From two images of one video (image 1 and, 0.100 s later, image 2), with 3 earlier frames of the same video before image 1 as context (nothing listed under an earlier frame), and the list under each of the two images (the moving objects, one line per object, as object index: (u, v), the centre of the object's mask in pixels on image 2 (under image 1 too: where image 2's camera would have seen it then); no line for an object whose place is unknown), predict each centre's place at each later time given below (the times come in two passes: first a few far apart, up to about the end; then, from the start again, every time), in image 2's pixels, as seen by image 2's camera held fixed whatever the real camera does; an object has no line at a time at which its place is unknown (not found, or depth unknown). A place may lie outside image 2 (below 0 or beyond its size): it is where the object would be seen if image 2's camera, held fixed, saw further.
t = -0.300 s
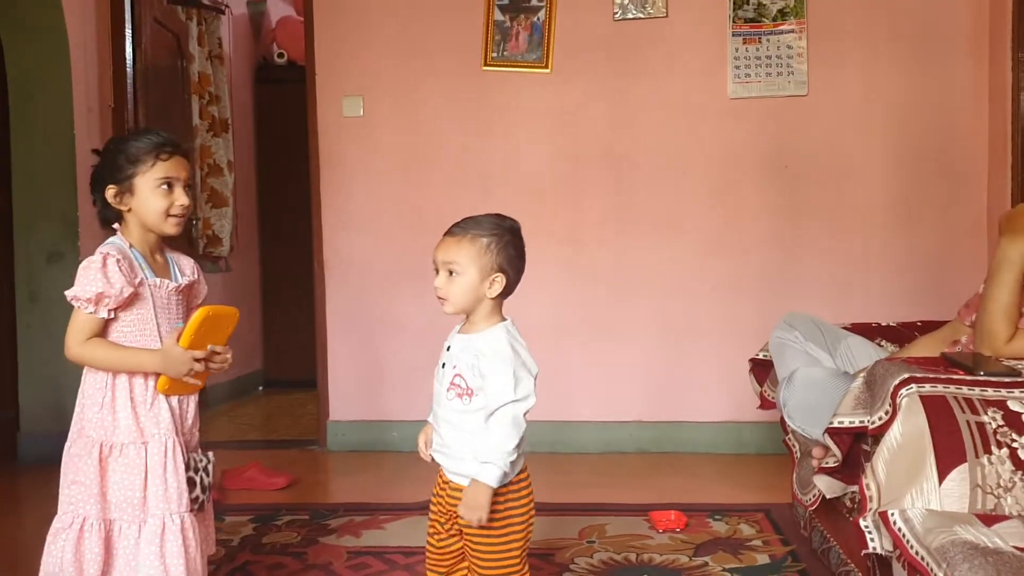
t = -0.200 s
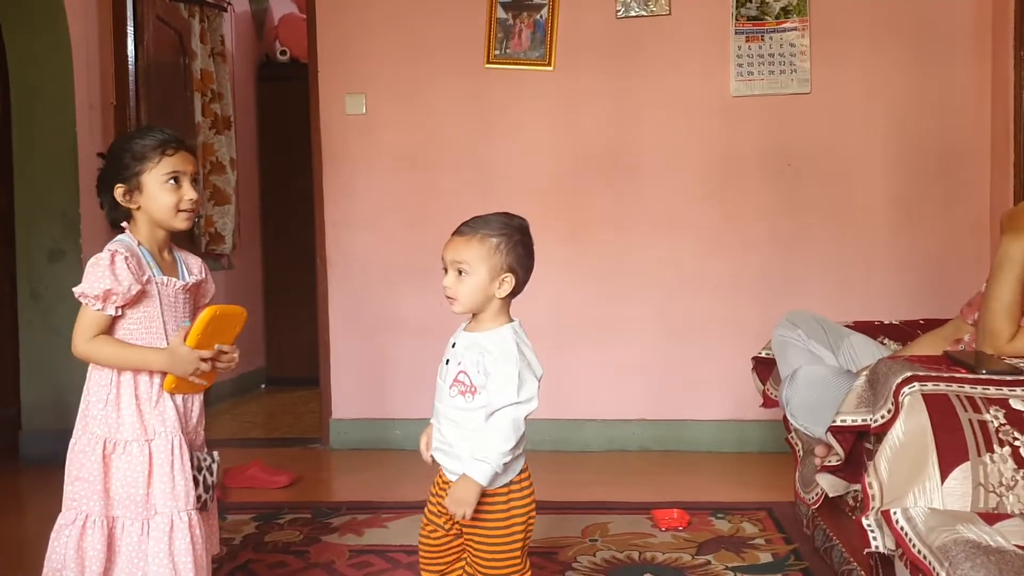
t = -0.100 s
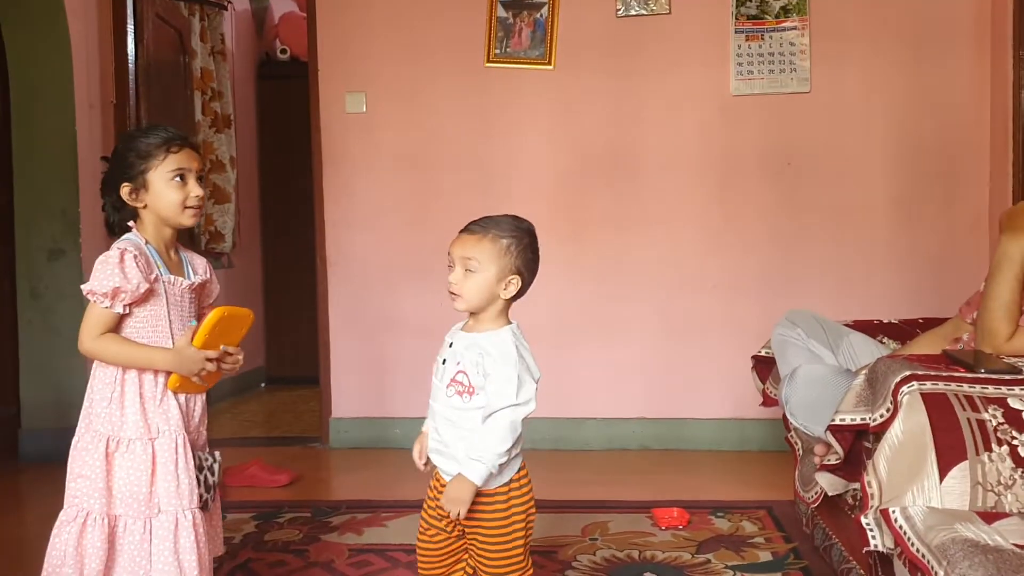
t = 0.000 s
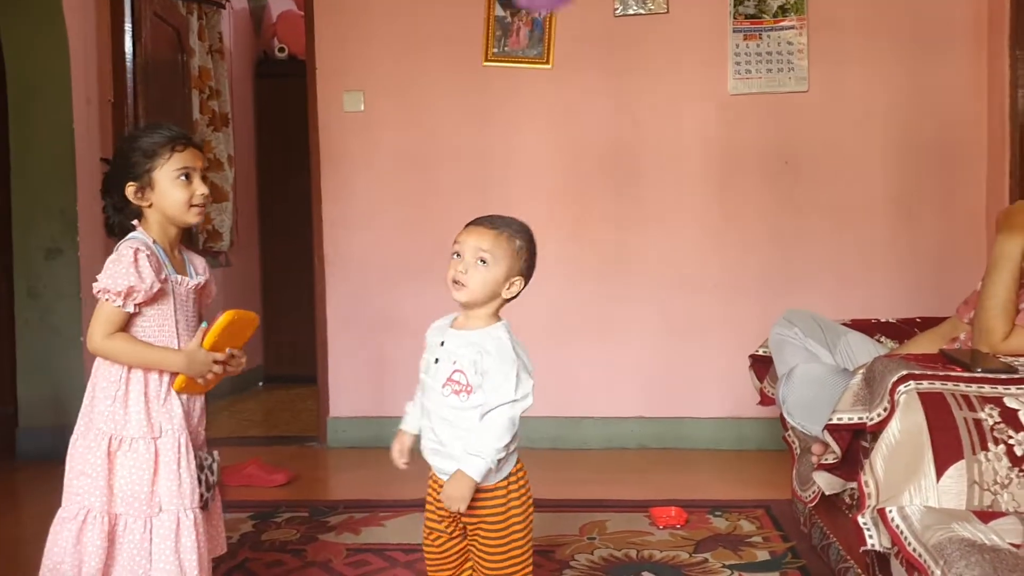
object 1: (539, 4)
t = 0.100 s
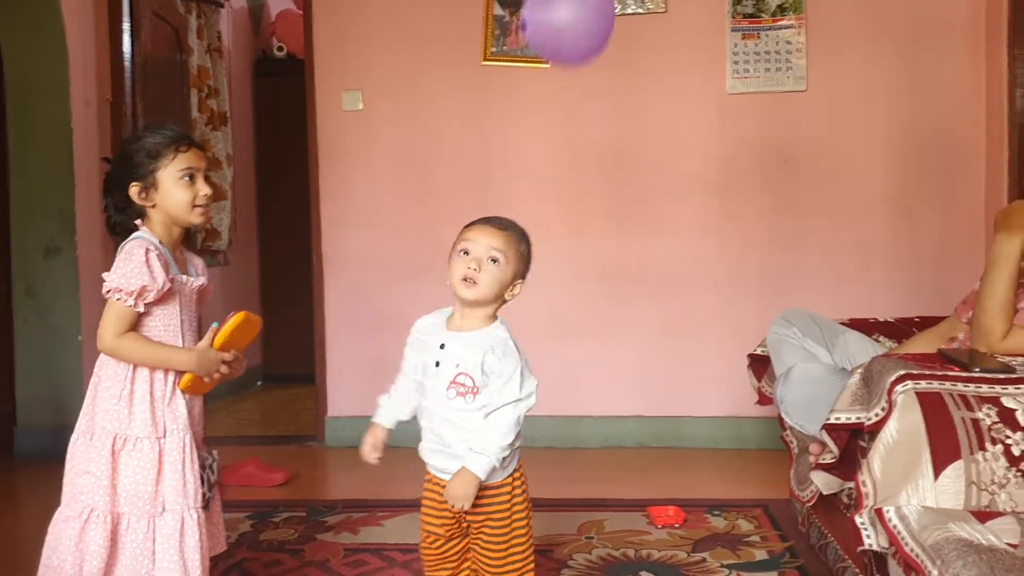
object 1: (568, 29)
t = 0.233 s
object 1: (592, 113)
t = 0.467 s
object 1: (588, 300)
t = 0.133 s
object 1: (576, 42)
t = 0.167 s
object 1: (583, 63)
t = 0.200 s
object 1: (588, 87)
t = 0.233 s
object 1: (592, 113)
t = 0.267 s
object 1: (596, 139)
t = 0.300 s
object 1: (599, 165)
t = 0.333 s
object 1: (599, 191)
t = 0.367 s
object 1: (598, 219)
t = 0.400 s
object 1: (595, 246)
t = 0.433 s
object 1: (592, 273)
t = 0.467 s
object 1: (588, 300)
